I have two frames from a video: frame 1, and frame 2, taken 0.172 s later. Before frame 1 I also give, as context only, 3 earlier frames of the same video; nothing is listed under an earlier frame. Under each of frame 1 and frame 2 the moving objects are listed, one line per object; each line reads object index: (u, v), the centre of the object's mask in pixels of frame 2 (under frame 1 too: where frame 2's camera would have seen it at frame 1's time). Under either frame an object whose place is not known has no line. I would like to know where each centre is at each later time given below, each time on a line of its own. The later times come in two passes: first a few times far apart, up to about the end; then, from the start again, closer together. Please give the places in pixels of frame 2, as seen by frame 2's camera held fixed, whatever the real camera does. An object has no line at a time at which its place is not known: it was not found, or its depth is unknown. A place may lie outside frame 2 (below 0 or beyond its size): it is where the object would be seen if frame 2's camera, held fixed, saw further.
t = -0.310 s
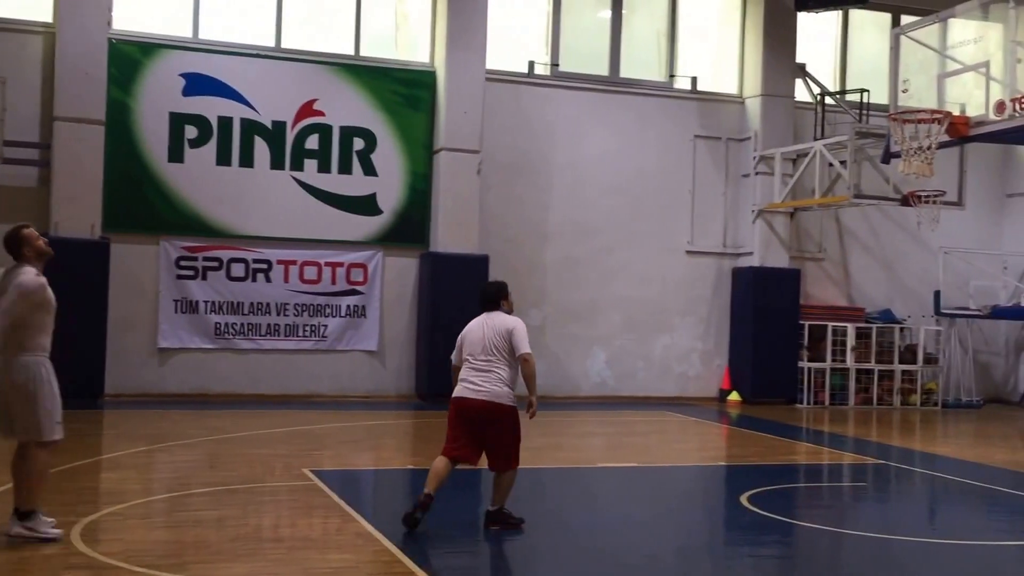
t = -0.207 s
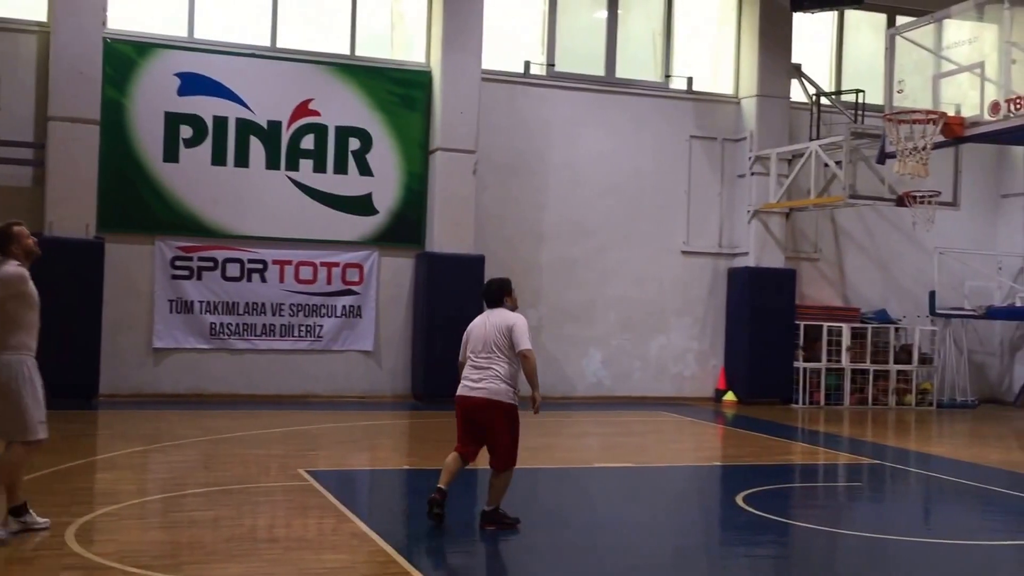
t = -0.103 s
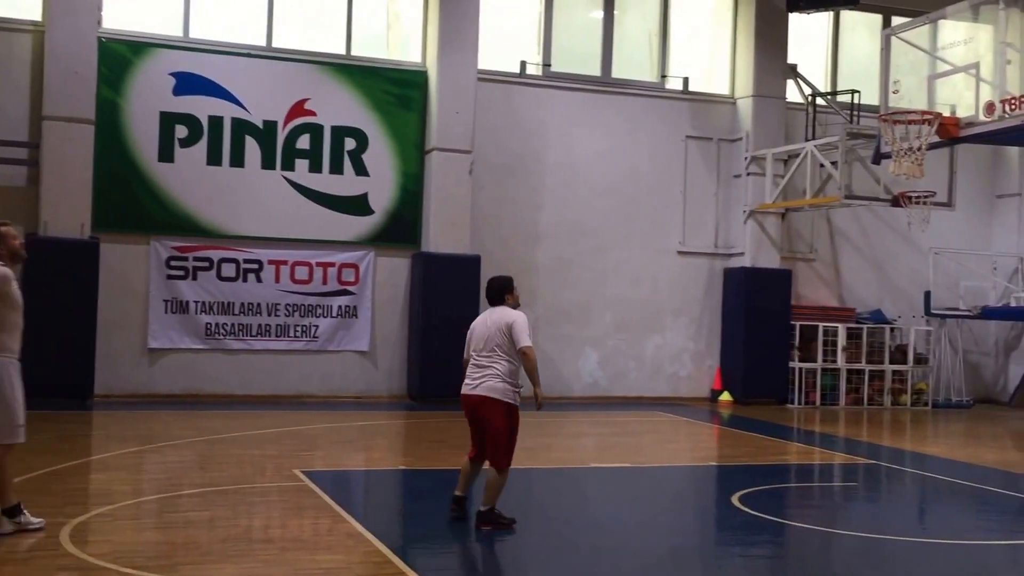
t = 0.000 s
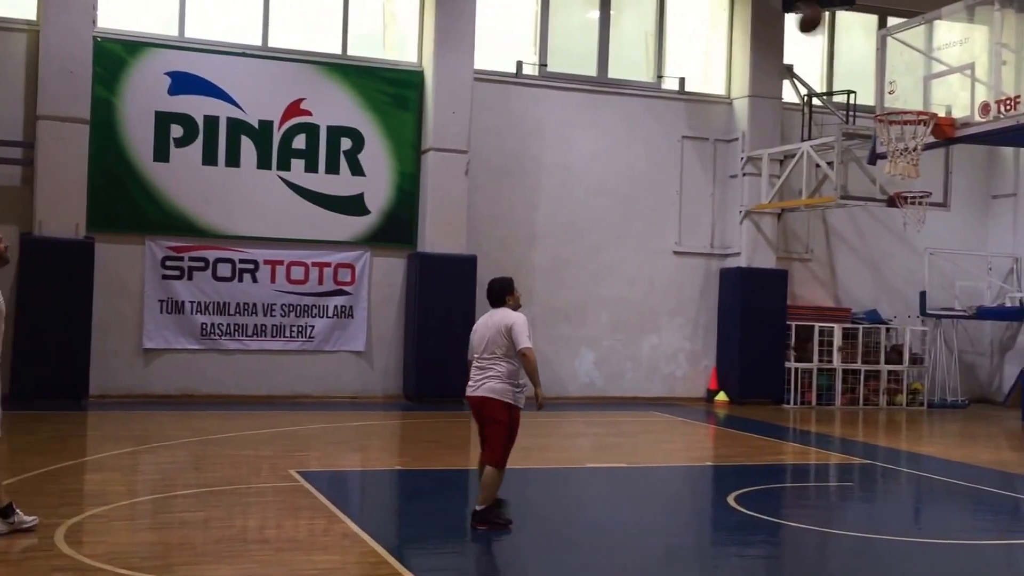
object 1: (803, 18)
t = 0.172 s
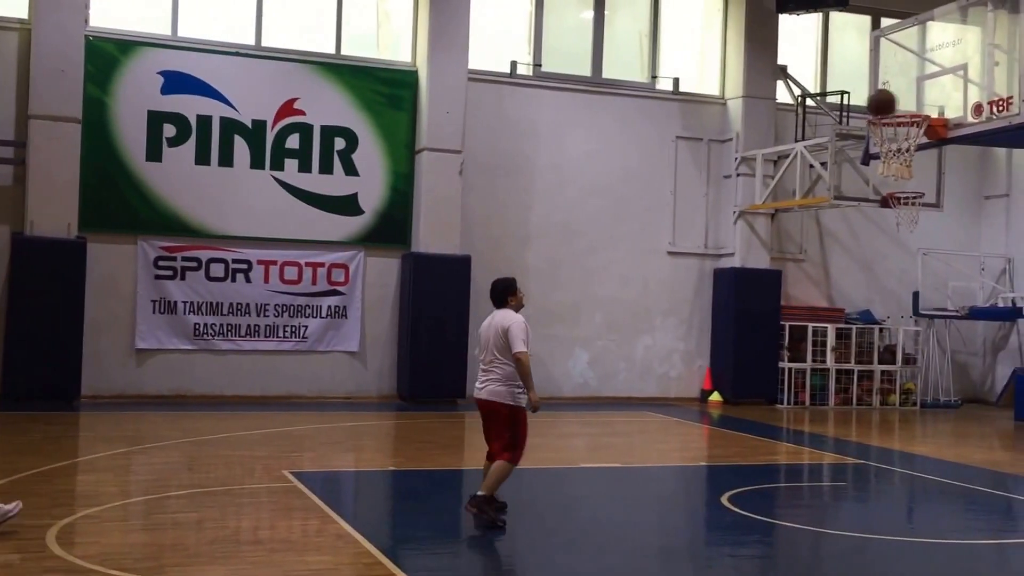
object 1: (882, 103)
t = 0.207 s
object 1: (892, 101)
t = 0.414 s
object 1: (921, 72)
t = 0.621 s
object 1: (932, 63)
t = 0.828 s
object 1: (944, 116)
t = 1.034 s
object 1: (954, 223)
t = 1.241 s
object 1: (960, 384)
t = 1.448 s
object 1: (975, 459)
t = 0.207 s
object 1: (892, 101)
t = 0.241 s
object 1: (904, 102)
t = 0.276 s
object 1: (912, 102)
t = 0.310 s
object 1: (914, 95)
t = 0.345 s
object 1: (917, 86)
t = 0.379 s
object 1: (918, 78)
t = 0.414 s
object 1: (921, 72)
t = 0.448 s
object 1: (923, 67)
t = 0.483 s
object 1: (925, 64)
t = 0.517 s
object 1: (926, 61)
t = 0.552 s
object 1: (928, 60)
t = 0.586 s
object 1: (930, 61)
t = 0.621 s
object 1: (932, 63)
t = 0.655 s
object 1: (935, 70)
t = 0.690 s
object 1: (937, 77)
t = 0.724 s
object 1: (939, 84)
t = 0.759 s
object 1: (940, 93)
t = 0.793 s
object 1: (942, 104)
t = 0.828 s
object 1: (944, 116)
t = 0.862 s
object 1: (945, 130)
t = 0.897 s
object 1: (947, 144)
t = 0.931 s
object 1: (949, 161)
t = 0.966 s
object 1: (950, 180)
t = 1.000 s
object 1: (951, 199)
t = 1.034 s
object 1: (954, 223)
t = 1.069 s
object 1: (954, 245)
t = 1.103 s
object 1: (956, 269)
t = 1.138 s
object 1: (957, 296)
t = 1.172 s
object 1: (958, 323)
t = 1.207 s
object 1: (959, 357)
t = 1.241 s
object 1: (960, 384)
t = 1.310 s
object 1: (960, 454)
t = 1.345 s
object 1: (961, 493)
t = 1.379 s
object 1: (964, 510)
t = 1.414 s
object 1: (969, 485)
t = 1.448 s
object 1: (975, 459)
